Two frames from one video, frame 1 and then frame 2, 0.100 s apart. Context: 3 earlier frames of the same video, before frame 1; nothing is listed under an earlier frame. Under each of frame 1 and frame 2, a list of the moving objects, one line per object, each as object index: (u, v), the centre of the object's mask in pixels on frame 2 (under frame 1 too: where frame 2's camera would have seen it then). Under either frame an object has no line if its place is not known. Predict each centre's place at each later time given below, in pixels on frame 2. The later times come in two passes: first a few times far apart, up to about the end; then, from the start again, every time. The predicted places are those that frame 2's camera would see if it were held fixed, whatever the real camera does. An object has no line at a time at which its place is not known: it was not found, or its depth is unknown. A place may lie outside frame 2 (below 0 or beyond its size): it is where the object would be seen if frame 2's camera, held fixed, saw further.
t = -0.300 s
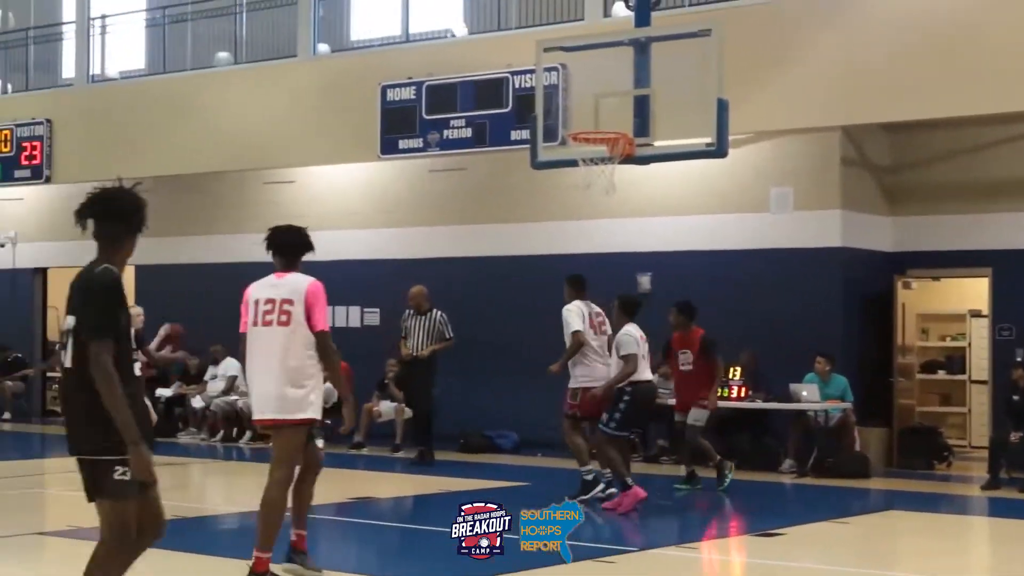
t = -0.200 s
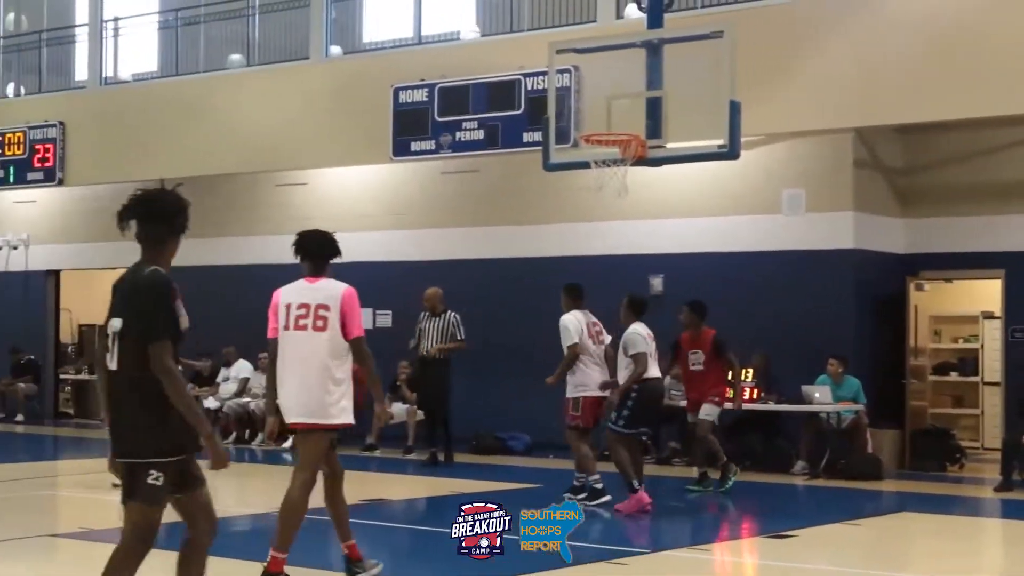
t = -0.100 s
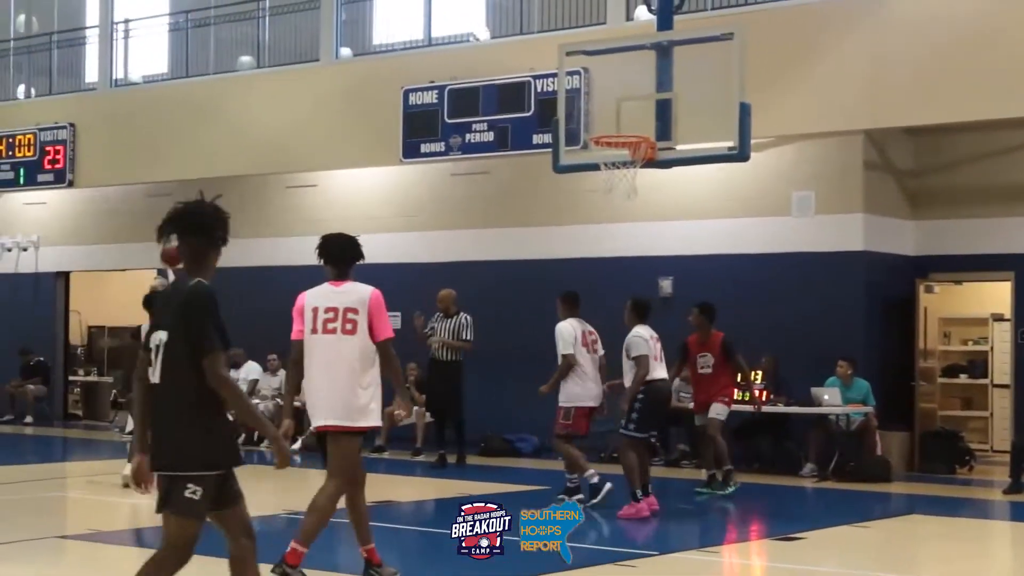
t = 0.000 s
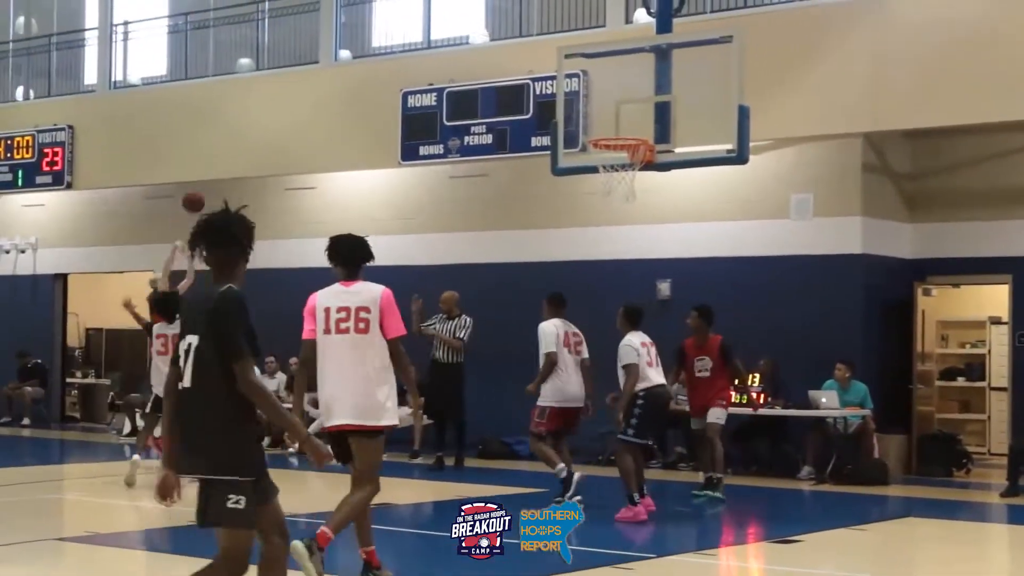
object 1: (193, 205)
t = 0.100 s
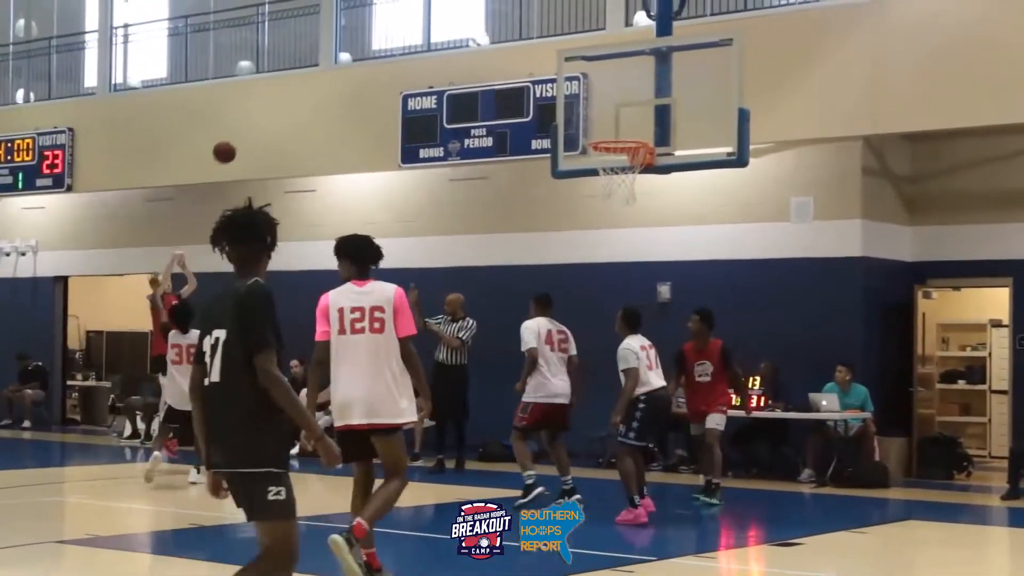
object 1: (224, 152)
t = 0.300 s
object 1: (289, 70)
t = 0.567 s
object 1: (381, 12)
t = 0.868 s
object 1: (501, 31)
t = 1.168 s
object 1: (626, 147)
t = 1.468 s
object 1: (587, 164)
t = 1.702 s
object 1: (608, 189)
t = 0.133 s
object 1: (235, 136)
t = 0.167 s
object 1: (245, 121)
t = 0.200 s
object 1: (256, 107)
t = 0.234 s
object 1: (267, 94)
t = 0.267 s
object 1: (278, 81)
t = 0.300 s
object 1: (289, 70)
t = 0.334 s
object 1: (299, 60)
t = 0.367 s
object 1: (311, 50)
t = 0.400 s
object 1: (322, 41)
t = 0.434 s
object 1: (334, 34)
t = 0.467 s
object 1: (346, 26)
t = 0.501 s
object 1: (358, 21)
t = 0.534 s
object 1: (369, 16)
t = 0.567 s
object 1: (381, 12)
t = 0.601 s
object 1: (394, 9)
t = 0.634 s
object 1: (407, 8)
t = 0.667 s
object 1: (420, 8)
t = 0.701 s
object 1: (433, 9)
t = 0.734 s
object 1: (446, 10)
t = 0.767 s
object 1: (460, 14)
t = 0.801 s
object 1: (473, 18)
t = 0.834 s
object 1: (487, 25)
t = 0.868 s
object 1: (501, 31)
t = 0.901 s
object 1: (515, 39)
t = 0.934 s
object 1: (529, 49)
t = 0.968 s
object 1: (544, 61)
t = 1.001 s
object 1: (559, 73)
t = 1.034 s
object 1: (574, 87)
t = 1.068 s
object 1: (590, 104)
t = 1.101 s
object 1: (605, 122)
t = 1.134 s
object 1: (620, 139)
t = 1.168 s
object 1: (626, 147)
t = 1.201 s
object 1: (628, 156)
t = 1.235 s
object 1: (615, 163)
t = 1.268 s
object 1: (601, 169)
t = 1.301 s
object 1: (593, 171)
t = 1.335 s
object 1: (588, 169)
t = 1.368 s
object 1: (586, 165)
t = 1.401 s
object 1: (586, 163)
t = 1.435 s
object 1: (586, 165)
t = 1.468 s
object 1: (587, 164)
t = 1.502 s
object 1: (589, 164)
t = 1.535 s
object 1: (591, 162)
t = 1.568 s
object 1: (593, 164)
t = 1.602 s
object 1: (596, 171)
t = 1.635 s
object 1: (599, 177)
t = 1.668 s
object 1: (603, 181)
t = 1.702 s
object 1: (608, 189)
